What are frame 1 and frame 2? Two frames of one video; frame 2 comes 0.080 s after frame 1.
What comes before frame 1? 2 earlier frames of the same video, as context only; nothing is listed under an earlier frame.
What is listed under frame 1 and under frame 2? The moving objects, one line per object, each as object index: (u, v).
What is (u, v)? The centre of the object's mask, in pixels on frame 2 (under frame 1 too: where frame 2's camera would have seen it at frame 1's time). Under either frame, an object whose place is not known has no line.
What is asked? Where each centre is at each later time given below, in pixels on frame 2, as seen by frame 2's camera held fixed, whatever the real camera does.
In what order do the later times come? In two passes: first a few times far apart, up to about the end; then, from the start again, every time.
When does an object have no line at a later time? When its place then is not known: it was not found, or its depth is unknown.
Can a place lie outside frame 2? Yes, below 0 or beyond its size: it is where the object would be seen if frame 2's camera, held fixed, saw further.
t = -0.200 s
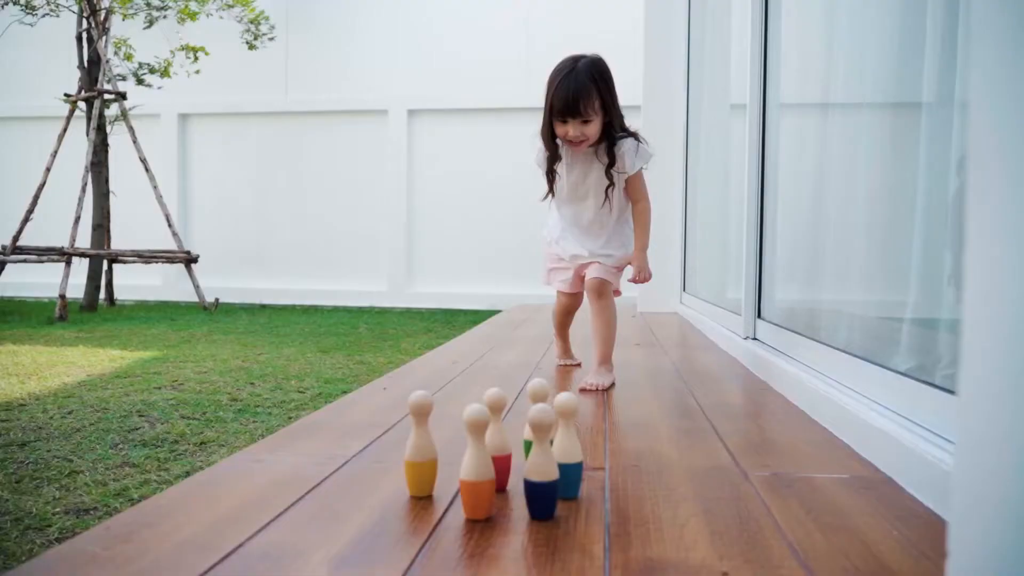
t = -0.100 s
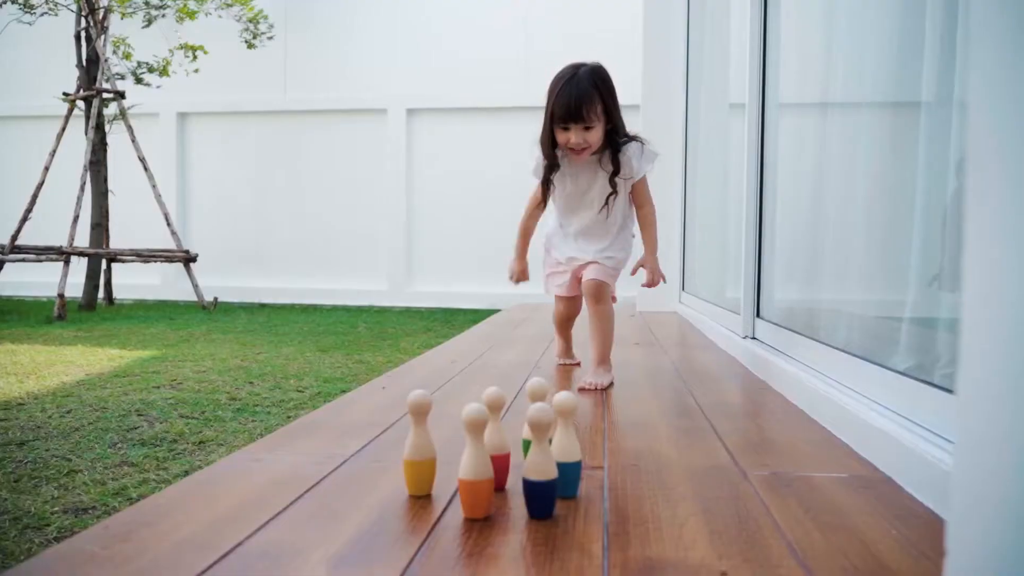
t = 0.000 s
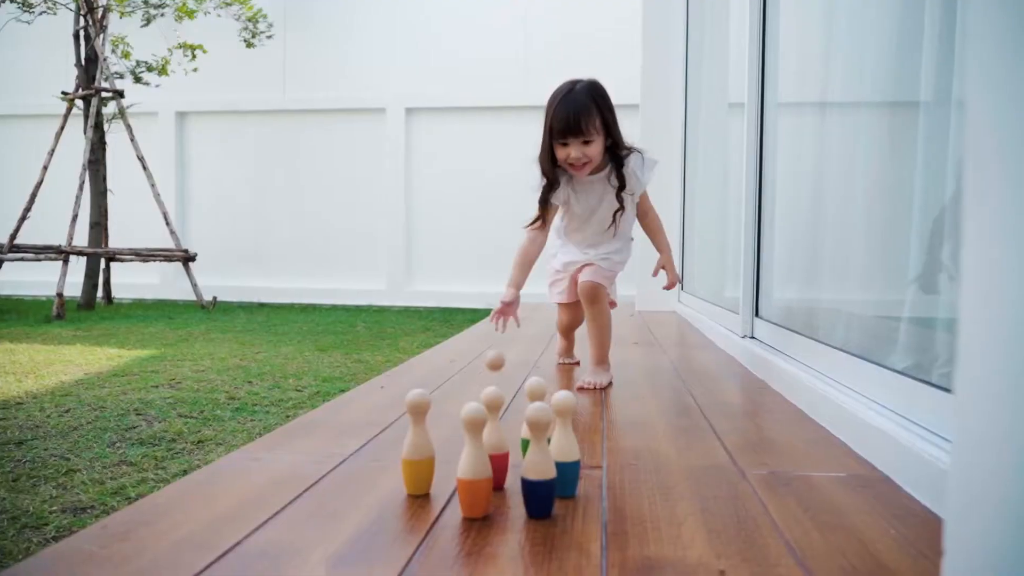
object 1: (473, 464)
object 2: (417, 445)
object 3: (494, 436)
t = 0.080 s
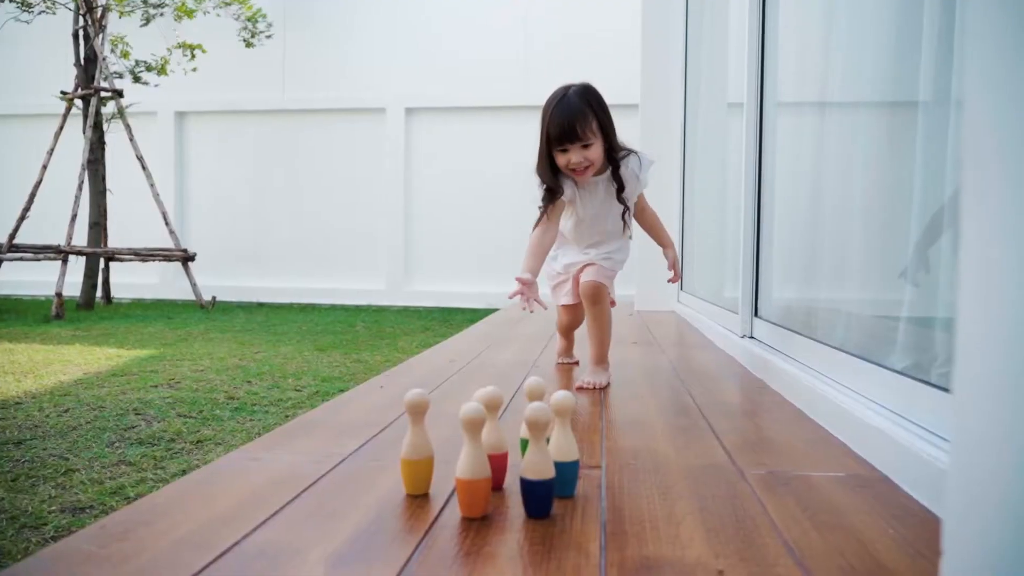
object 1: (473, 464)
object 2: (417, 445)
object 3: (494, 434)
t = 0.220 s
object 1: (473, 464)
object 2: (407, 446)
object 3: (509, 464)
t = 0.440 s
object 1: (447, 466)
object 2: (345, 472)
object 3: (489, 504)
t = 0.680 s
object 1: (391, 493)
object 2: (300, 485)
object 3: (486, 510)
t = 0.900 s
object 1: (359, 505)
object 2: (306, 486)
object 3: (486, 510)
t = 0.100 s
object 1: (473, 464)
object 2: (417, 445)
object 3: (494, 434)
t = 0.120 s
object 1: (473, 464)
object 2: (417, 445)
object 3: (494, 434)
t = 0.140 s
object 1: (473, 463)
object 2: (417, 445)
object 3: (495, 436)
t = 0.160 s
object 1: (473, 464)
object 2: (417, 446)
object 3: (501, 439)
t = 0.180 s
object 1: (473, 464)
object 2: (415, 445)
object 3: (506, 446)
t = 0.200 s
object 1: (473, 464)
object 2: (411, 445)
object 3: (508, 453)
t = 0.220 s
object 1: (473, 464)
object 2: (407, 446)
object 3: (509, 464)
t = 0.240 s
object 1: (473, 464)
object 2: (401, 447)
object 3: (510, 478)
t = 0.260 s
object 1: (472, 464)
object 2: (397, 448)
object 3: (508, 491)
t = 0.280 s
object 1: (469, 464)
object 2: (391, 450)
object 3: (506, 498)
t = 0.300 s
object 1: (466, 465)
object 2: (386, 453)
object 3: (504, 497)
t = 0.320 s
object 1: (463, 465)
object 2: (379, 458)
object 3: (500, 493)
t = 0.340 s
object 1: (461, 465)
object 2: (373, 465)
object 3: (498, 493)
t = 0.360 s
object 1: (458, 465)
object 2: (366, 474)
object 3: (496, 496)
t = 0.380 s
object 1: (455, 466)
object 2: (360, 482)
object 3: (493, 501)
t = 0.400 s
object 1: (452, 466)
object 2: (355, 476)
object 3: (492, 505)
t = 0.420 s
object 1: (449, 466)
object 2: (350, 472)
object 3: (491, 505)
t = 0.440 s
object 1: (447, 466)
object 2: (345, 472)
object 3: (489, 504)
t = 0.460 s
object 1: (444, 467)
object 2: (340, 473)
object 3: (488, 504)
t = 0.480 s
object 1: (441, 467)
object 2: (335, 475)
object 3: (487, 505)
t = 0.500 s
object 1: (437, 468)
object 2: (331, 479)
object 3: (487, 505)
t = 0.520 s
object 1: (434, 470)
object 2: (326, 485)
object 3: (486, 506)
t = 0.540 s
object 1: (429, 470)
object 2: (323, 483)
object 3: (486, 508)
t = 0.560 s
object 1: (425, 473)
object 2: (320, 482)
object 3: (486, 508)
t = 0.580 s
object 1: (420, 478)
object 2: (318, 484)
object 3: (485, 509)
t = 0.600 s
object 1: (413, 484)
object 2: (315, 484)
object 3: (485, 509)
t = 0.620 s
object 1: (407, 492)
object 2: (306, 488)
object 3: (485, 509)
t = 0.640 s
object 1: (401, 500)
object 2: (309, 485)
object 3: (485, 509)
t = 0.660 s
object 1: (396, 497)
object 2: (306, 485)
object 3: (486, 510)
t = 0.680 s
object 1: (391, 493)
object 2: (300, 485)
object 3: (486, 510)
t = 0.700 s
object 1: (386, 492)
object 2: (296, 487)
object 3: (486, 510)
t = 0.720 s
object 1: (384, 495)
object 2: (296, 488)
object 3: (486, 510)
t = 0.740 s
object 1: (377, 496)
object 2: (298, 486)
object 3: (486, 509)
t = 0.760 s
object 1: (373, 501)
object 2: (304, 485)
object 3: (486, 509)
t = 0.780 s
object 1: (370, 503)
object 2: (307, 487)
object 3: (486, 510)
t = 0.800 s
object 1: (367, 500)
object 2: (305, 486)
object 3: (486, 509)
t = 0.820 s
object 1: (365, 500)
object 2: (304, 485)
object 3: (485, 510)
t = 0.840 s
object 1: (363, 503)
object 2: (305, 485)
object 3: (485, 510)
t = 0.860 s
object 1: (362, 502)
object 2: (305, 486)
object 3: (485, 510)
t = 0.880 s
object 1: (360, 504)
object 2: (306, 486)
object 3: (486, 510)
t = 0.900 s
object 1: (359, 505)
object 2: (306, 486)
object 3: (486, 510)
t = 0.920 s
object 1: (358, 505)
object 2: (307, 486)
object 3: (486, 509)
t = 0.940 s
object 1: (357, 505)
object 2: (307, 486)
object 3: (486, 509)
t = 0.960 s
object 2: (306, 486)
